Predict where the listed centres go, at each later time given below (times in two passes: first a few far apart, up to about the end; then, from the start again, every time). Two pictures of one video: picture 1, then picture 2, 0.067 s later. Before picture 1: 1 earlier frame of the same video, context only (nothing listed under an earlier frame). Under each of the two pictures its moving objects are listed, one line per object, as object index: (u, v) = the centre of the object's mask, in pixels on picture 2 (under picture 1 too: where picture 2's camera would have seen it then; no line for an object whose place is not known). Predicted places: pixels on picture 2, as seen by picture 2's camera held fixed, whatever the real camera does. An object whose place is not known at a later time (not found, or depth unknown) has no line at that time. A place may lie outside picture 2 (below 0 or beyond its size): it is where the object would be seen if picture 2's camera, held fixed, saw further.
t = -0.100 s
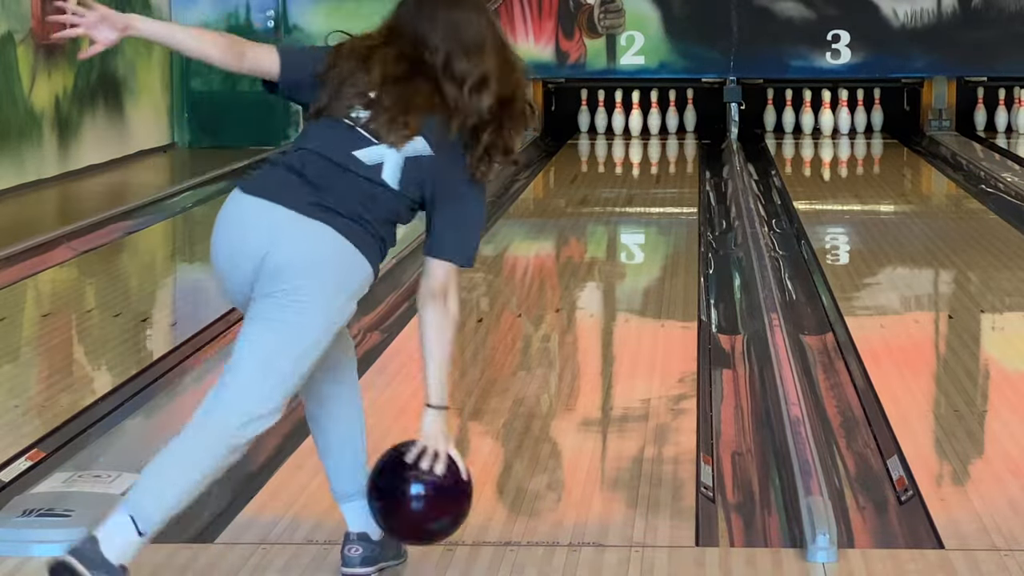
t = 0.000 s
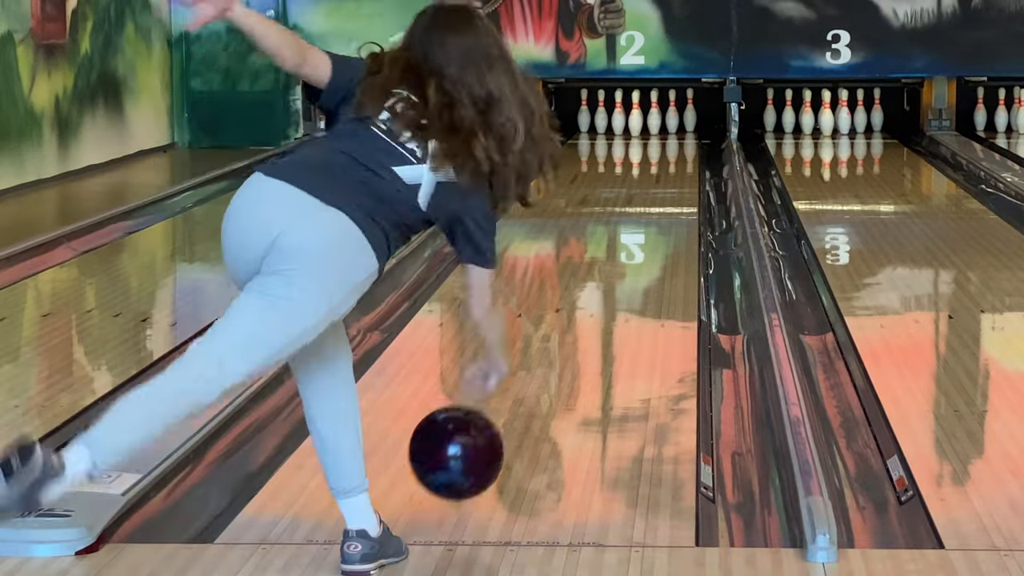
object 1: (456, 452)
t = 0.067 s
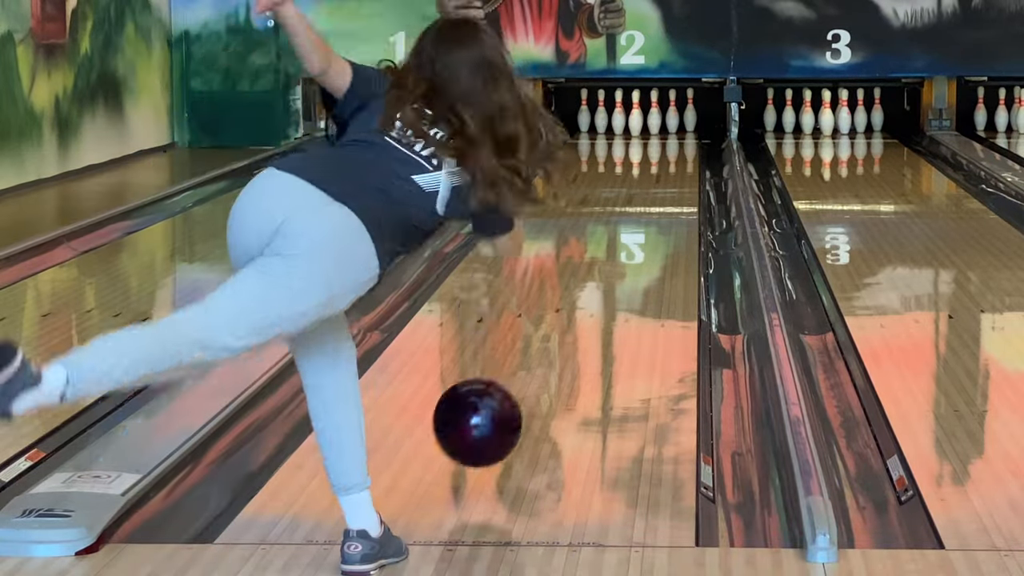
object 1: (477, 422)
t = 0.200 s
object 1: (513, 399)
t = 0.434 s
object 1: (559, 337)
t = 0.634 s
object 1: (587, 295)
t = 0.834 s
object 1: (608, 263)
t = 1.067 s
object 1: (628, 233)
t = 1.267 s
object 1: (641, 213)
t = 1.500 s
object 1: (654, 193)
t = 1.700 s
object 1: (662, 179)
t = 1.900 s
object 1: (669, 166)
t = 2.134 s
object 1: (674, 154)
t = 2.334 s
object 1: (675, 145)
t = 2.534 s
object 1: (671, 138)
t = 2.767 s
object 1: (661, 130)
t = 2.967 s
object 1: (652, 126)
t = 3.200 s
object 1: (656, 122)
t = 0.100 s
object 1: (487, 415)
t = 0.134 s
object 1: (496, 413)
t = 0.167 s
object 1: (505, 413)
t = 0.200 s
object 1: (513, 399)
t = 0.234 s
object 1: (520, 390)
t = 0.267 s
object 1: (528, 381)
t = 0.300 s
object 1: (535, 371)
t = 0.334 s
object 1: (541, 362)
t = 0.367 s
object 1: (547, 353)
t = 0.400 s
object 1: (553, 345)
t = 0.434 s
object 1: (559, 337)
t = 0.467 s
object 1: (564, 330)
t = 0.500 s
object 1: (571, 319)
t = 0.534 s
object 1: (576, 312)
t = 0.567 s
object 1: (578, 308)
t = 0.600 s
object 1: (582, 302)
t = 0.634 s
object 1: (587, 295)
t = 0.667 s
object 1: (591, 289)
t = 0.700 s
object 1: (595, 283)
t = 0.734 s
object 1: (599, 278)
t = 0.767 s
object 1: (602, 273)
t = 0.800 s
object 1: (605, 268)
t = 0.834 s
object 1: (608, 263)
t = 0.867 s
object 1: (612, 258)
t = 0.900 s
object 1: (615, 253)
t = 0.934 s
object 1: (617, 249)
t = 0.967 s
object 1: (620, 244)
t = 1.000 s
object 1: (623, 241)
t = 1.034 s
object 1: (626, 237)
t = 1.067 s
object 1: (628, 233)
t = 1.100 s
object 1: (632, 227)
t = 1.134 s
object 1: (634, 224)
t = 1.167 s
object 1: (635, 222)
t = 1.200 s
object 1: (638, 217)
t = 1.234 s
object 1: (640, 215)
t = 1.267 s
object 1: (641, 213)
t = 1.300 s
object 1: (644, 208)
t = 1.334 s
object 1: (646, 205)
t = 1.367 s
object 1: (647, 204)
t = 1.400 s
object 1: (650, 200)
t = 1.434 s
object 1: (651, 197)
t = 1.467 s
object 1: (652, 196)
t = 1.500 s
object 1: (654, 193)
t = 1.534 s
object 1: (655, 191)
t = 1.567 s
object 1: (657, 188)
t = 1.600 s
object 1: (658, 186)
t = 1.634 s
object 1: (659, 184)
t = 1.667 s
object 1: (661, 182)
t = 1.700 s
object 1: (662, 179)
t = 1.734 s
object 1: (663, 177)
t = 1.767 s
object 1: (665, 174)
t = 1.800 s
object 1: (666, 172)
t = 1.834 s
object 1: (667, 170)
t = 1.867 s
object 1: (668, 168)
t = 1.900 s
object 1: (669, 166)
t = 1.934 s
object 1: (670, 164)
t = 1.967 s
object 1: (671, 163)
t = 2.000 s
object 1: (672, 161)
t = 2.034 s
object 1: (672, 159)
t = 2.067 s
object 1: (673, 157)
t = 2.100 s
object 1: (673, 155)
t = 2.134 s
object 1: (674, 154)
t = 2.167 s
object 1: (674, 152)
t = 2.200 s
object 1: (675, 151)
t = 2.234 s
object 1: (675, 149)
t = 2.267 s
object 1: (675, 147)
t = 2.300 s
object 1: (675, 146)
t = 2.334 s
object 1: (675, 145)
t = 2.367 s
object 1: (674, 144)
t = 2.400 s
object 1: (674, 142)
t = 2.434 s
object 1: (674, 141)
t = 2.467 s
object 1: (673, 140)
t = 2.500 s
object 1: (672, 139)
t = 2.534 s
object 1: (671, 138)
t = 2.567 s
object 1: (670, 136)
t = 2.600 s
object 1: (669, 135)
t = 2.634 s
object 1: (667, 134)
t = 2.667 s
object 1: (666, 133)
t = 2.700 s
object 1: (664, 132)
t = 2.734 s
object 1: (663, 131)
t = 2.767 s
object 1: (661, 130)
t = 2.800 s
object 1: (660, 129)
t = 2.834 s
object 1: (658, 128)
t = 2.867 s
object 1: (657, 128)
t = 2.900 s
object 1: (655, 127)
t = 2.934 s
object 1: (653, 126)
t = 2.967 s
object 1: (652, 126)
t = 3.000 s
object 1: (650, 125)
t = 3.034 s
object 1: (651, 124)
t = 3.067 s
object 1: (653, 123)
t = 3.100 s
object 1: (654, 122)
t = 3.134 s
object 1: (655, 122)
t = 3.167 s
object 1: (656, 122)
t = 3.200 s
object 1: (656, 122)
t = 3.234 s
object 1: (654, 122)
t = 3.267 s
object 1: (657, 124)
